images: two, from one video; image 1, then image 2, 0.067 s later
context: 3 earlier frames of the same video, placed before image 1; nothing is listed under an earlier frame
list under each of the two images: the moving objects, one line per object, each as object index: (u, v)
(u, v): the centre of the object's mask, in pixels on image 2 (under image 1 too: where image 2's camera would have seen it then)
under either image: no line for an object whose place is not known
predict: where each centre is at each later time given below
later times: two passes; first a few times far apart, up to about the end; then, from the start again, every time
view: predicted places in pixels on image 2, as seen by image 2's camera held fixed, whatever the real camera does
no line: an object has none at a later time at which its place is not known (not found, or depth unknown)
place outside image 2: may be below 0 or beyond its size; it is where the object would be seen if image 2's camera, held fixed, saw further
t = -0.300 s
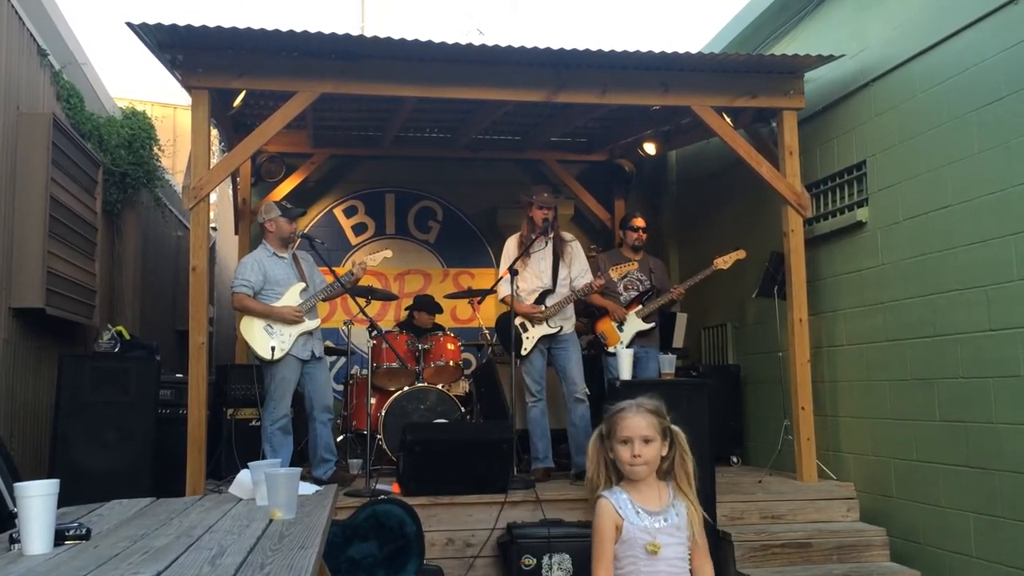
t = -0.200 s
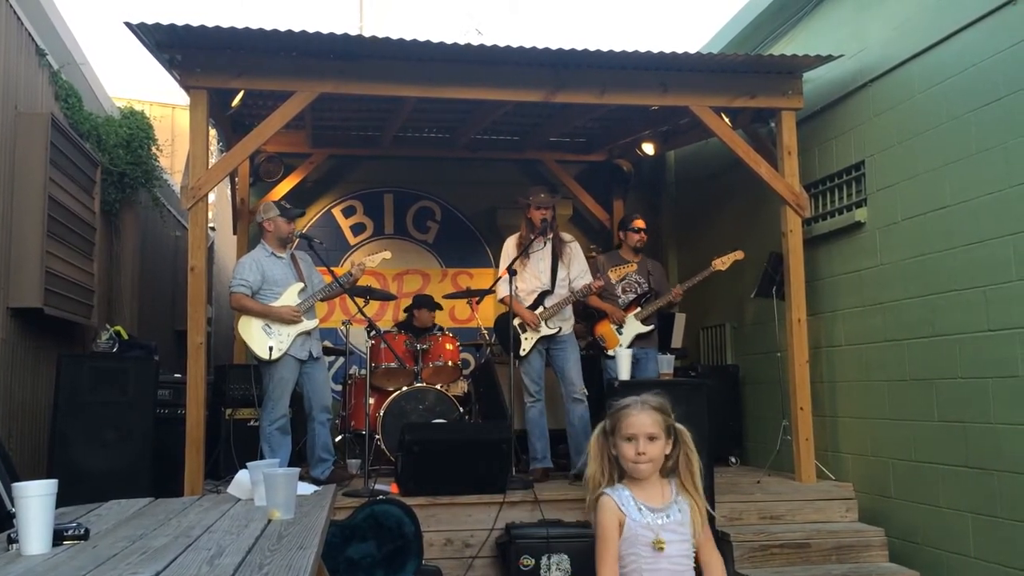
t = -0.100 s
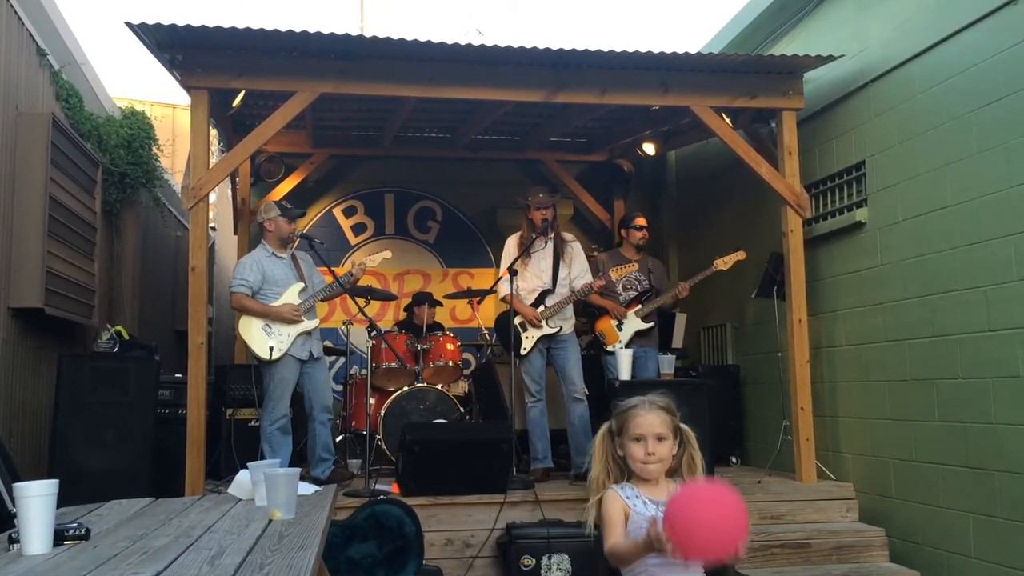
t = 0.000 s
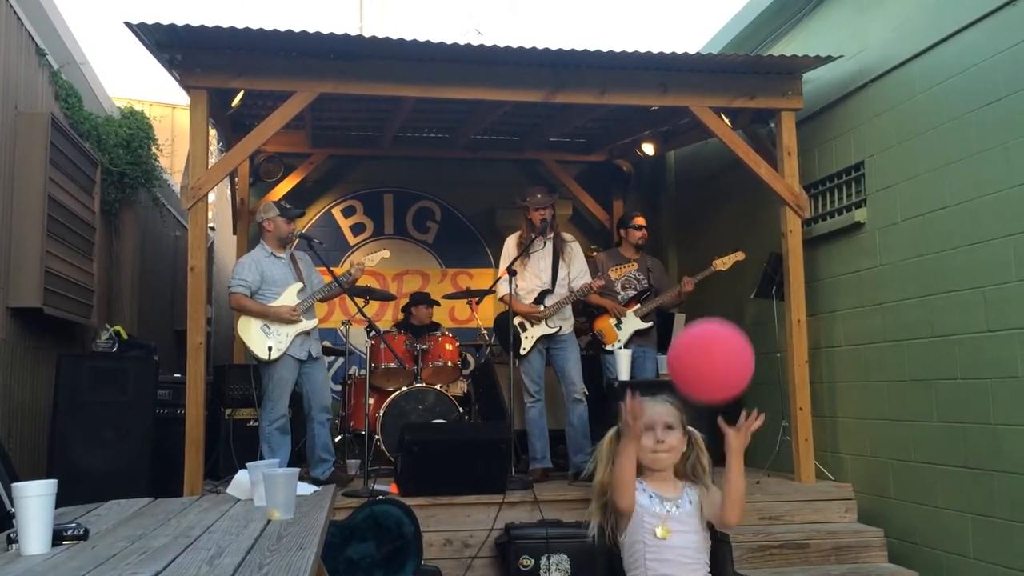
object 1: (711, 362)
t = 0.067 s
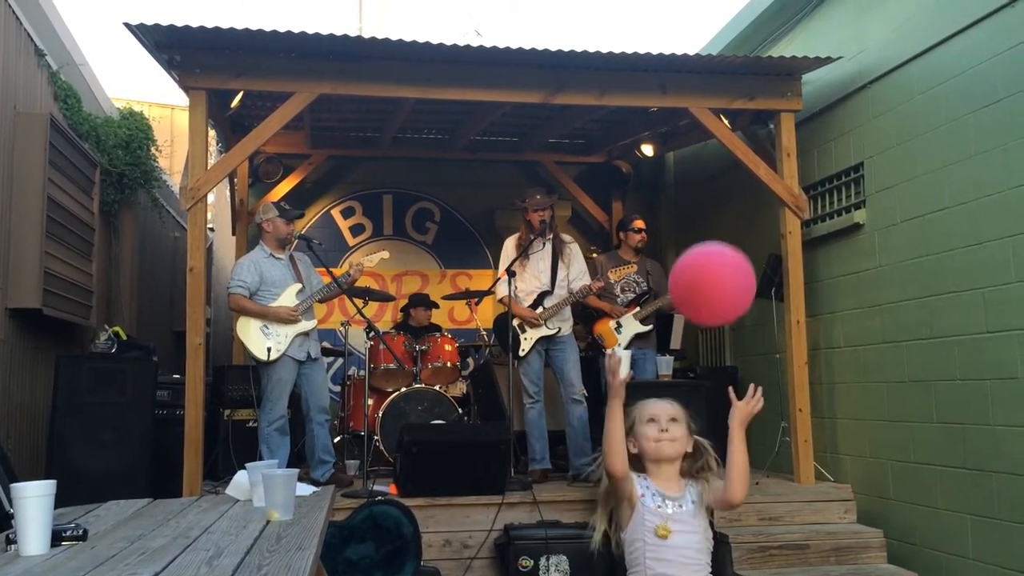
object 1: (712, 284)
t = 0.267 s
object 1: (700, 139)
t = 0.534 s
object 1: (686, 81)
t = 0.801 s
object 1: (671, 126)
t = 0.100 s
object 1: (711, 252)
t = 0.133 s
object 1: (709, 222)
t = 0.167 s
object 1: (707, 197)
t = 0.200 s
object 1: (705, 175)
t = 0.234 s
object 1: (703, 156)
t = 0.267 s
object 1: (700, 139)
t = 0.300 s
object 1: (698, 125)
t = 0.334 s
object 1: (695, 113)
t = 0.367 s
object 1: (693, 103)
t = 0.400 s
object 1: (691, 95)
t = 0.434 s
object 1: (689, 89)
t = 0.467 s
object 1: (688, 84)
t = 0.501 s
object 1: (686, 81)
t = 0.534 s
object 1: (686, 81)
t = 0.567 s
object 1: (684, 81)
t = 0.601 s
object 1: (682, 84)
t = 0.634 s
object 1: (681, 88)
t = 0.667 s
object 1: (679, 93)
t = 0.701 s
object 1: (677, 99)
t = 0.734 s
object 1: (675, 107)
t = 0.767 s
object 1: (674, 116)
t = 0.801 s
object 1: (671, 126)
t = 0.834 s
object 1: (669, 138)
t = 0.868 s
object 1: (667, 151)
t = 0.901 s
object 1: (666, 164)
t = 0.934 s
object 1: (664, 179)
